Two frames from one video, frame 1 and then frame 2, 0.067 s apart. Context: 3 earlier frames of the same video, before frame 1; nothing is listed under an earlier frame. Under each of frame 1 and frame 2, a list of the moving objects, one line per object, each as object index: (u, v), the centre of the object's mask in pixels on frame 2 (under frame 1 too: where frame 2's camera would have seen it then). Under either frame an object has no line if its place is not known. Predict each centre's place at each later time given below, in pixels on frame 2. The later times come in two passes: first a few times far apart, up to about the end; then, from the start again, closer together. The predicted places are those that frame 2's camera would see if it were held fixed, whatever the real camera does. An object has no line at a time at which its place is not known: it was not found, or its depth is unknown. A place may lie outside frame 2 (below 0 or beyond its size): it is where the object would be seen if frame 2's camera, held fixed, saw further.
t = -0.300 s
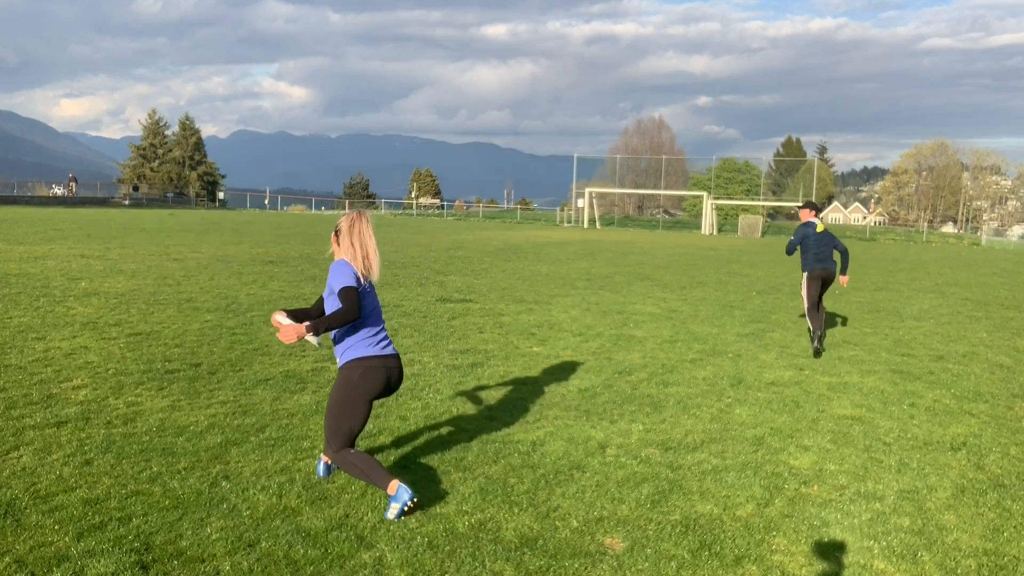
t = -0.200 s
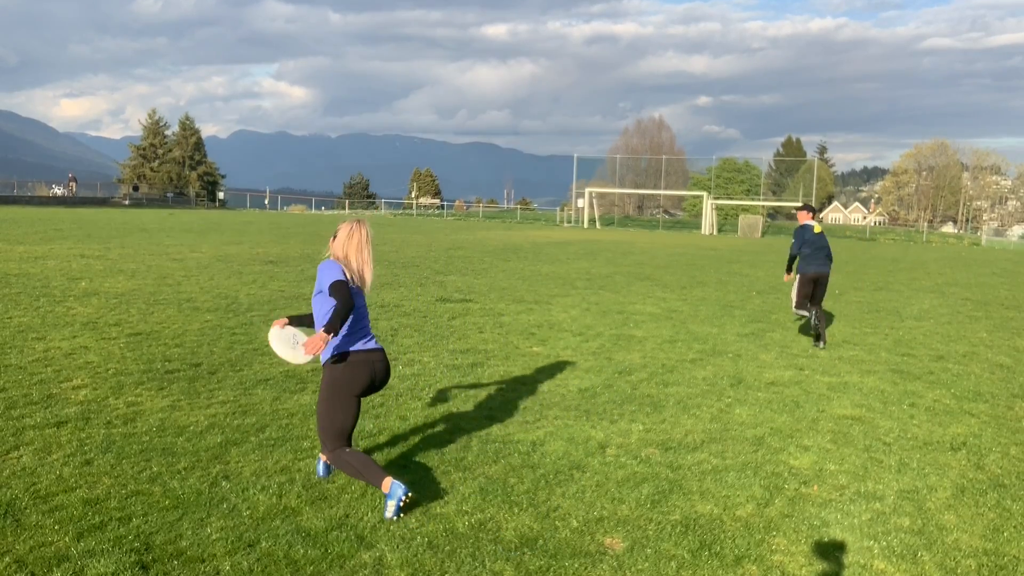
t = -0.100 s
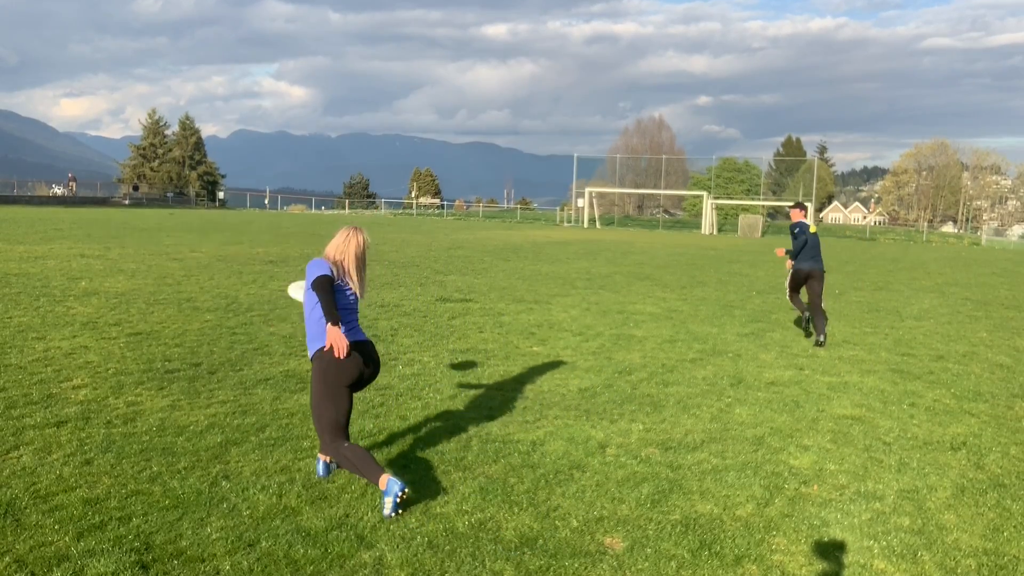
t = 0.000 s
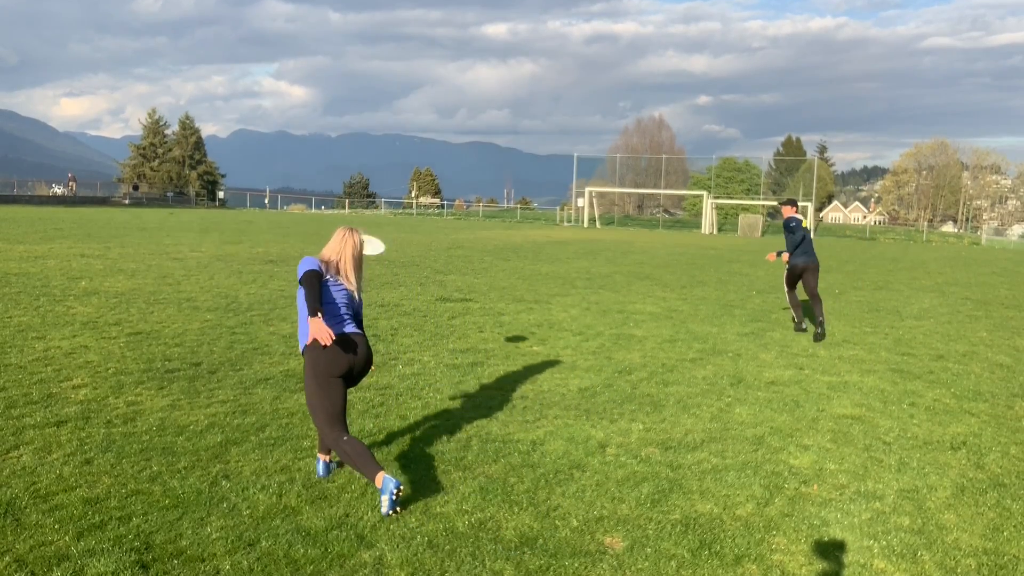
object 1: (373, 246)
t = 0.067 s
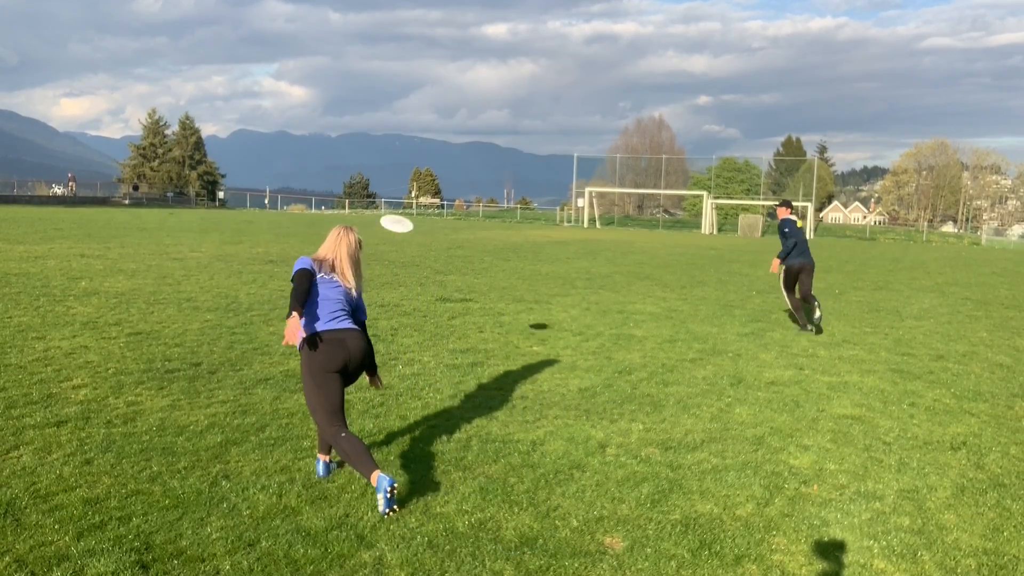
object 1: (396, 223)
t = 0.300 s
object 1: (475, 184)
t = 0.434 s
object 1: (510, 176)
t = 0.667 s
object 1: (561, 175)
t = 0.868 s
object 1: (601, 182)
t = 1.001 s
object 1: (625, 189)
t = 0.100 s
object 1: (410, 215)
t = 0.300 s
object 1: (475, 184)
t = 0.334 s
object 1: (484, 181)
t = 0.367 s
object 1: (493, 179)
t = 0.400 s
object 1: (502, 177)
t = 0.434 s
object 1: (510, 176)
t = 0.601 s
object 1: (548, 175)
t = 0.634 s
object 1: (555, 175)
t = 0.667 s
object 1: (561, 175)
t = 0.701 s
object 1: (569, 176)
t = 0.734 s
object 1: (575, 177)
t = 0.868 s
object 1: (601, 182)
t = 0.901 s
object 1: (607, 184)
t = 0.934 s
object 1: (613, 185)
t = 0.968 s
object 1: (619, 187)
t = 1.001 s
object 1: (625, 189)
